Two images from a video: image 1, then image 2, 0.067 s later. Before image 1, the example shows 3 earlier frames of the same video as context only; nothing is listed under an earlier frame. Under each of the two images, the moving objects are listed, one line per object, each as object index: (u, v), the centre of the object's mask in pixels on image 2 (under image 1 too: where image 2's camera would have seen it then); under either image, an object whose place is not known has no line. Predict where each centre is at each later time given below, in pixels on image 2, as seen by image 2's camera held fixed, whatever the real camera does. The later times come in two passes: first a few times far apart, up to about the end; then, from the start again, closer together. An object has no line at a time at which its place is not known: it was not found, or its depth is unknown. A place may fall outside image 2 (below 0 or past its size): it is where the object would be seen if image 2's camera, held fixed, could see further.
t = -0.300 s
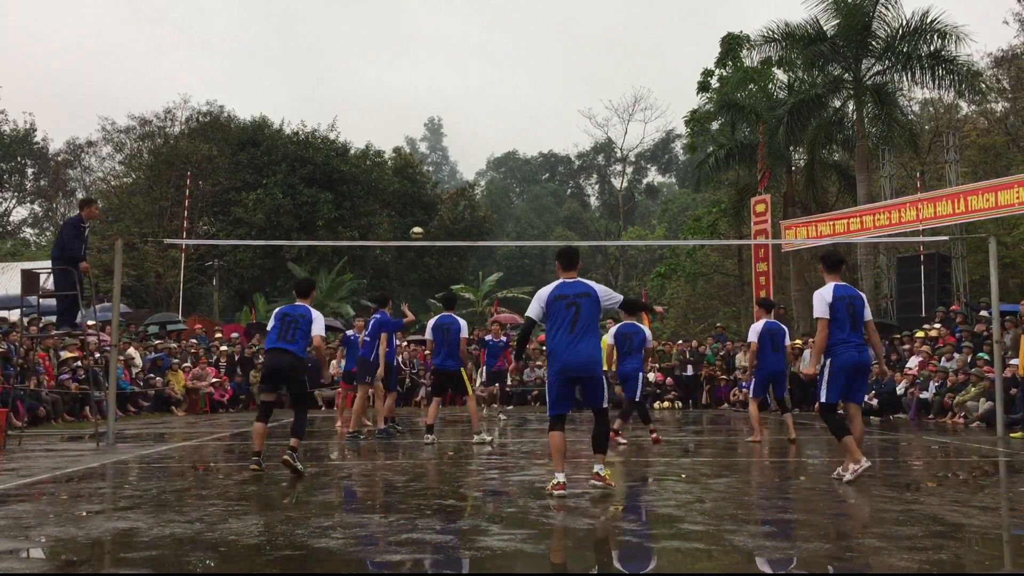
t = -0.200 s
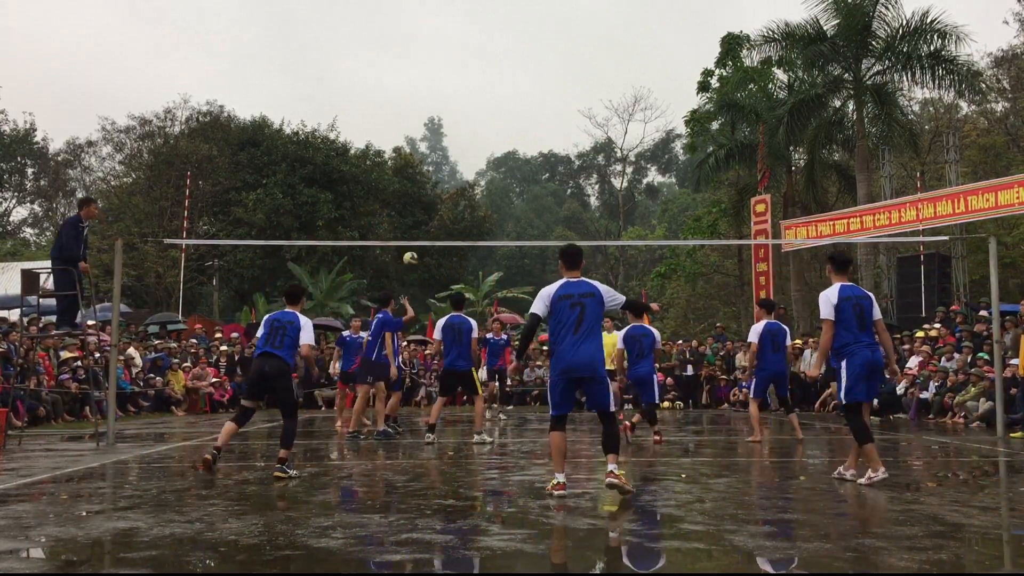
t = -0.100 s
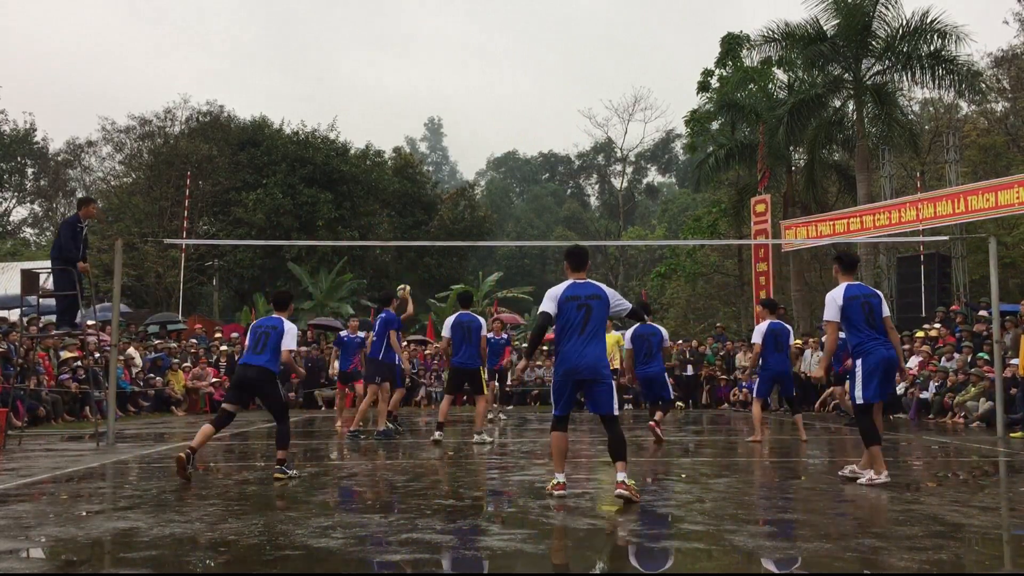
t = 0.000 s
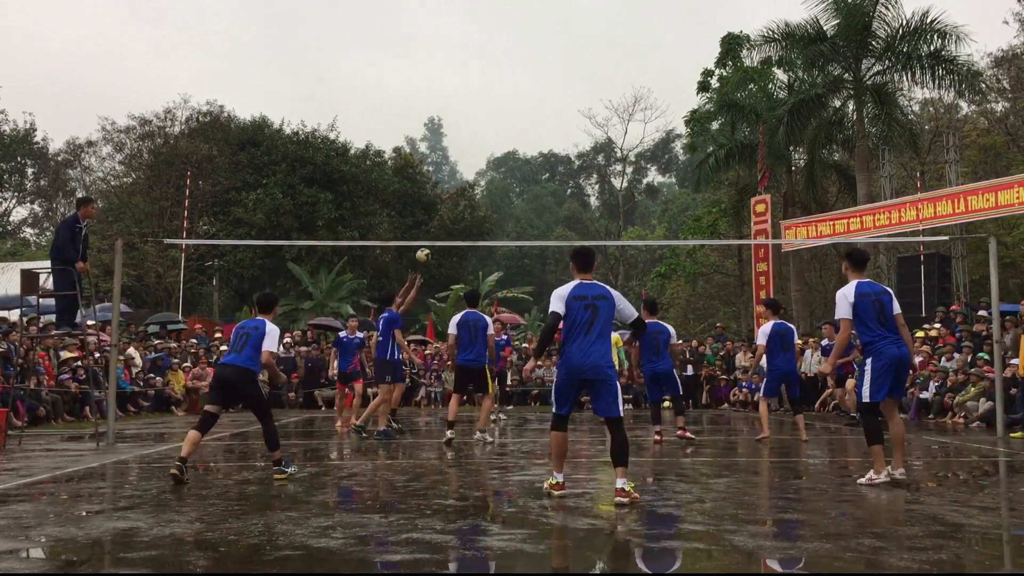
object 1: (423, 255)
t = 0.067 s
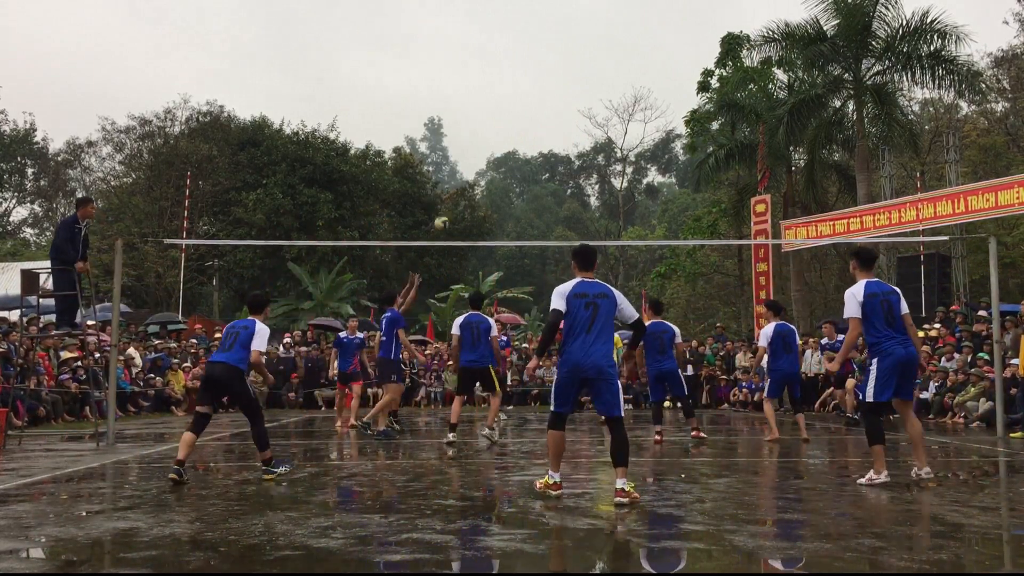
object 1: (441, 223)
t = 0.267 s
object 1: (497, 147)
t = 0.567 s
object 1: (579, 87)
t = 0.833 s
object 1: (652, 87)
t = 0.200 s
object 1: (478, 170)
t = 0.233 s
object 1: (487, 158)
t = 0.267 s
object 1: (497, 147)
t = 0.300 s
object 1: (506, 138)
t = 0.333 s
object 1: (515, 128)
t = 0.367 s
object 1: (524, 120)
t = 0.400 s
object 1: (533, 112)
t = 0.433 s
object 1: (542, 106)
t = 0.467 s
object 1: (551, 100)
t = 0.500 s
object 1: (560, 95)
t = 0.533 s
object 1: (570, 91)
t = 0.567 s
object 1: (579, 87)
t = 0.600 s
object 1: (588, 85)
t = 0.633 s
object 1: (597, 82)
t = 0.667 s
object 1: (606, 81)
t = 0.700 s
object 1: (615, 81)
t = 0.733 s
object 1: (625, 81)
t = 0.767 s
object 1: (634, 82)
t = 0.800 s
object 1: (643, 84)
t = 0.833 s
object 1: (652, 87)
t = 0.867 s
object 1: (661, 90)
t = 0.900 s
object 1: (670, 94)
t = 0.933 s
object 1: (680, 99)
